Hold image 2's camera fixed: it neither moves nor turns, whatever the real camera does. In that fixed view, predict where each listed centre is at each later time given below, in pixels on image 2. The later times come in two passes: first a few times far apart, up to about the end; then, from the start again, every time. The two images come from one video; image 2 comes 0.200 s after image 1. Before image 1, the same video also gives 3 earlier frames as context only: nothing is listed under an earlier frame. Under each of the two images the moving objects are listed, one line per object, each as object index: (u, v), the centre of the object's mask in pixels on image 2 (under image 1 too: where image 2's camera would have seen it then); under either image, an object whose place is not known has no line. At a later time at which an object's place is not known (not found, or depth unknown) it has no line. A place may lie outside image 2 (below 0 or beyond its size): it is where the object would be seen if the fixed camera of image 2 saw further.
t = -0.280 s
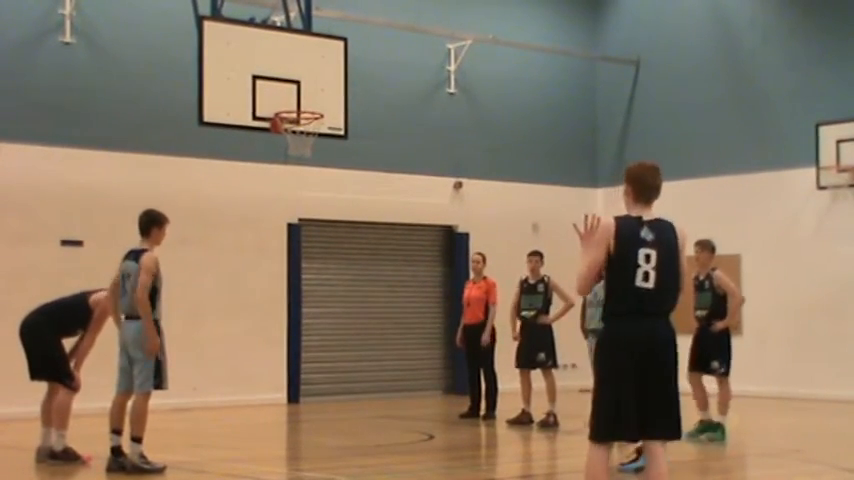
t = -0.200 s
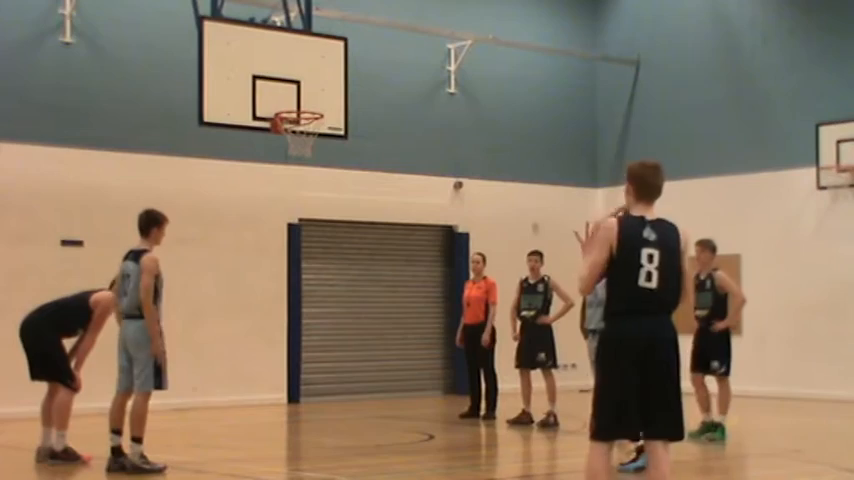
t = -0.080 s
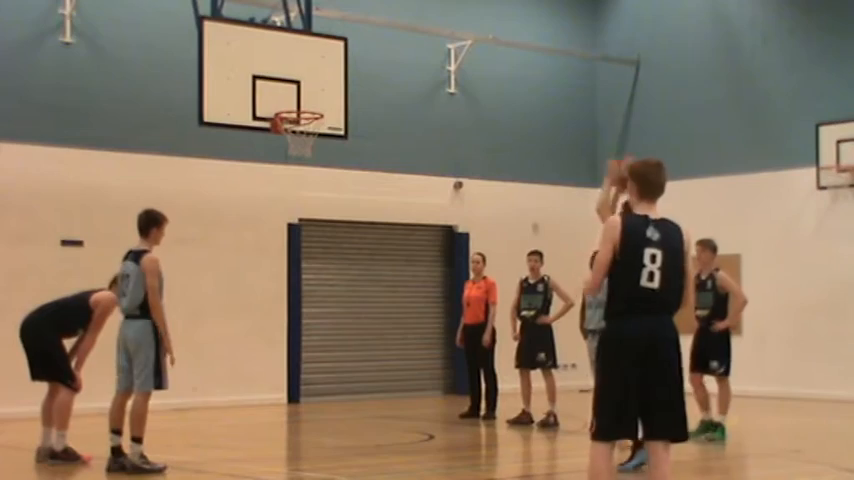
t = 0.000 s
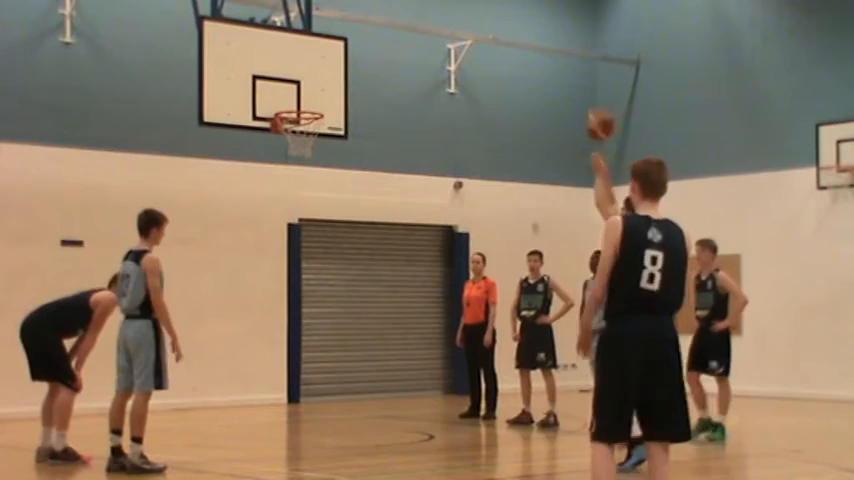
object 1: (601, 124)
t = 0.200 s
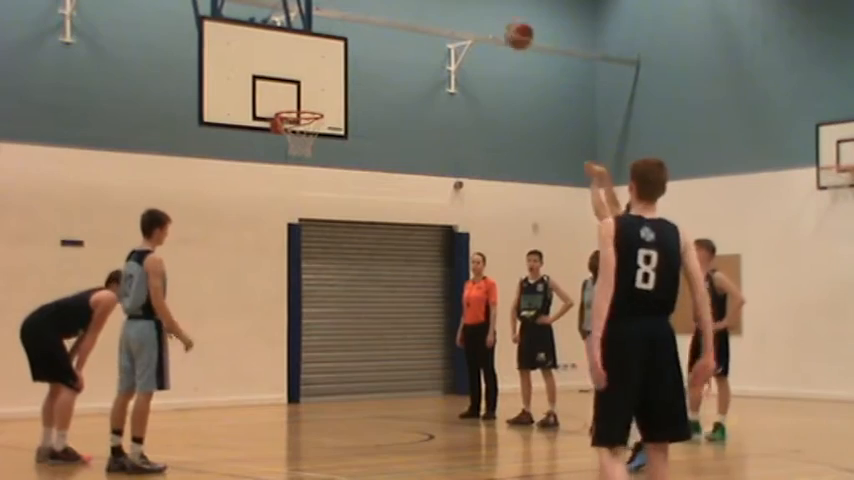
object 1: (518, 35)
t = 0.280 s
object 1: (490, 14)
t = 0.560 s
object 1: (397, 7)
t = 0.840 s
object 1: (319, 73)
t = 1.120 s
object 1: (313, 135)
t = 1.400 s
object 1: (323, 162)
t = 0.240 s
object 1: (503, 23)
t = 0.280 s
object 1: (490, 14)
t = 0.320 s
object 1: (476, 10)
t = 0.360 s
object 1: (461, 7)
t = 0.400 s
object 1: (448, 5)
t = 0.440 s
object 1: (435, 5)
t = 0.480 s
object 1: (422, 5)
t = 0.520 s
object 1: (410, 6)
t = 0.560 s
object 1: (397, 7)
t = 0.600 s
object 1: (385, 10)
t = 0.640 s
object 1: (374, 16)
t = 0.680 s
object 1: (362, 25)
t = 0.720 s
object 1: (351, 35)
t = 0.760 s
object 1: (340, 46)
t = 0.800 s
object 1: (329, 58)
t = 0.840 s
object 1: (319, 73)
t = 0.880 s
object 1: (308, 88)
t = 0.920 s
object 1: (298, 106)
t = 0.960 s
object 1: (294, 121)
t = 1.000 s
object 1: (301, 132)
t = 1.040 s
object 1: (310, 140)
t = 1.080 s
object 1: (312, 138)
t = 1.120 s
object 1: (313, 135)
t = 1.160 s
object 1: (314, 134)
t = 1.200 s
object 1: (315, 135)
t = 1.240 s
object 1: (317, 137)
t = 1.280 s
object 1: (318, 140)
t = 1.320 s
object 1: (320, 146)
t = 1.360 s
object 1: (321, 153)
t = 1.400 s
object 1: (323, 162)
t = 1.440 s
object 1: (323, 172)
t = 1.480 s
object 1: (324, 184)
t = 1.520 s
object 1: (326, 198)
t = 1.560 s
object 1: (327, 212)
